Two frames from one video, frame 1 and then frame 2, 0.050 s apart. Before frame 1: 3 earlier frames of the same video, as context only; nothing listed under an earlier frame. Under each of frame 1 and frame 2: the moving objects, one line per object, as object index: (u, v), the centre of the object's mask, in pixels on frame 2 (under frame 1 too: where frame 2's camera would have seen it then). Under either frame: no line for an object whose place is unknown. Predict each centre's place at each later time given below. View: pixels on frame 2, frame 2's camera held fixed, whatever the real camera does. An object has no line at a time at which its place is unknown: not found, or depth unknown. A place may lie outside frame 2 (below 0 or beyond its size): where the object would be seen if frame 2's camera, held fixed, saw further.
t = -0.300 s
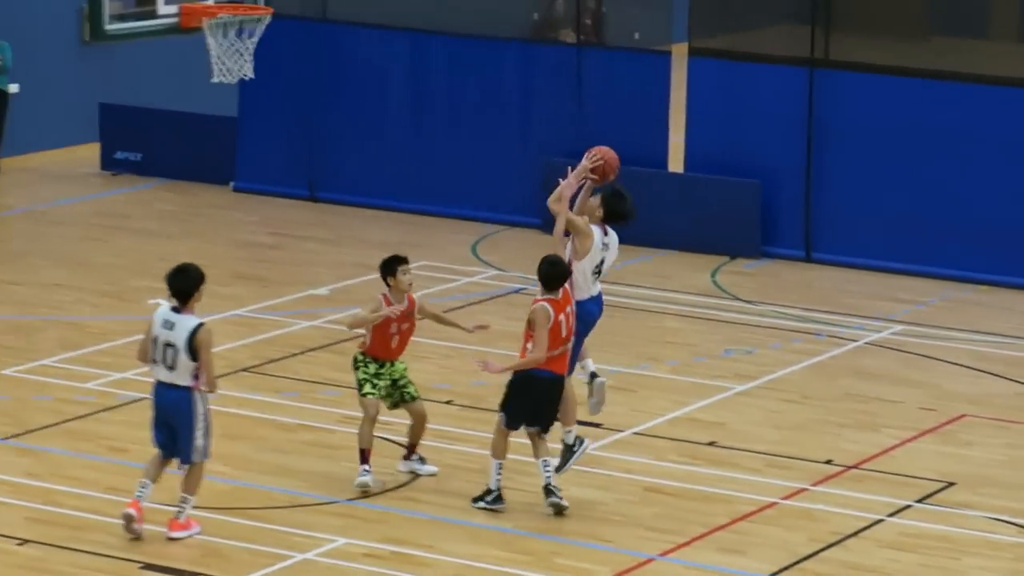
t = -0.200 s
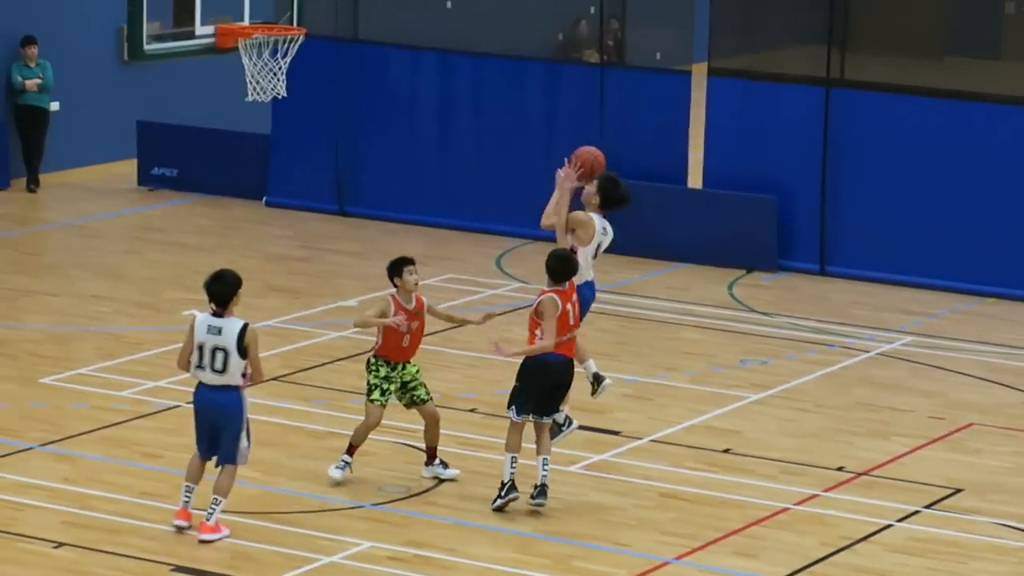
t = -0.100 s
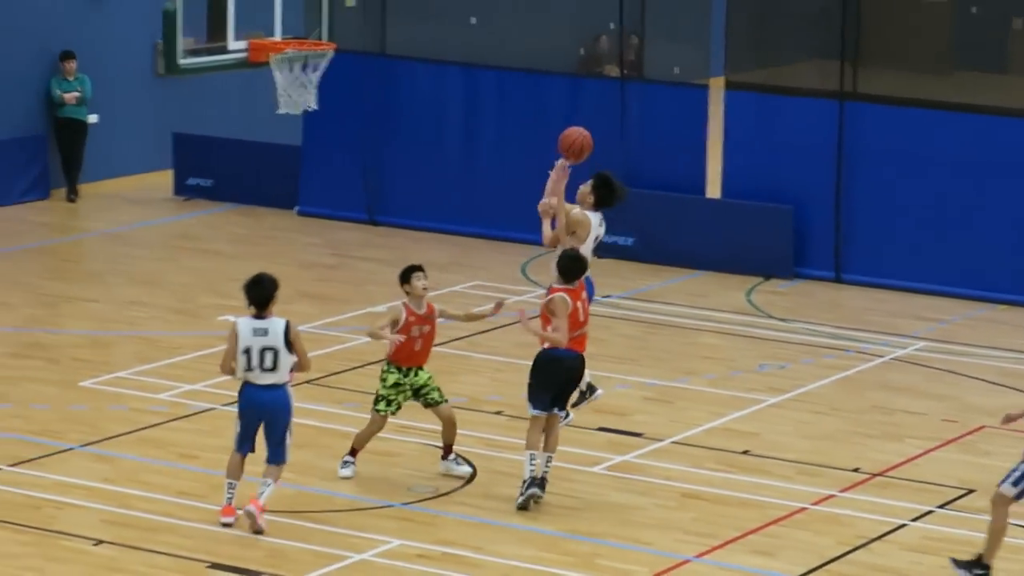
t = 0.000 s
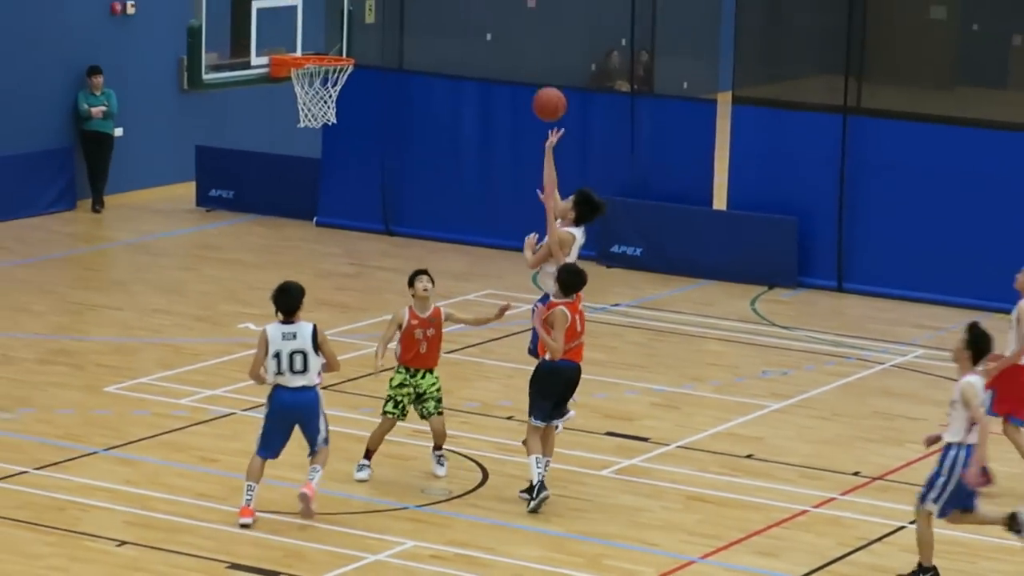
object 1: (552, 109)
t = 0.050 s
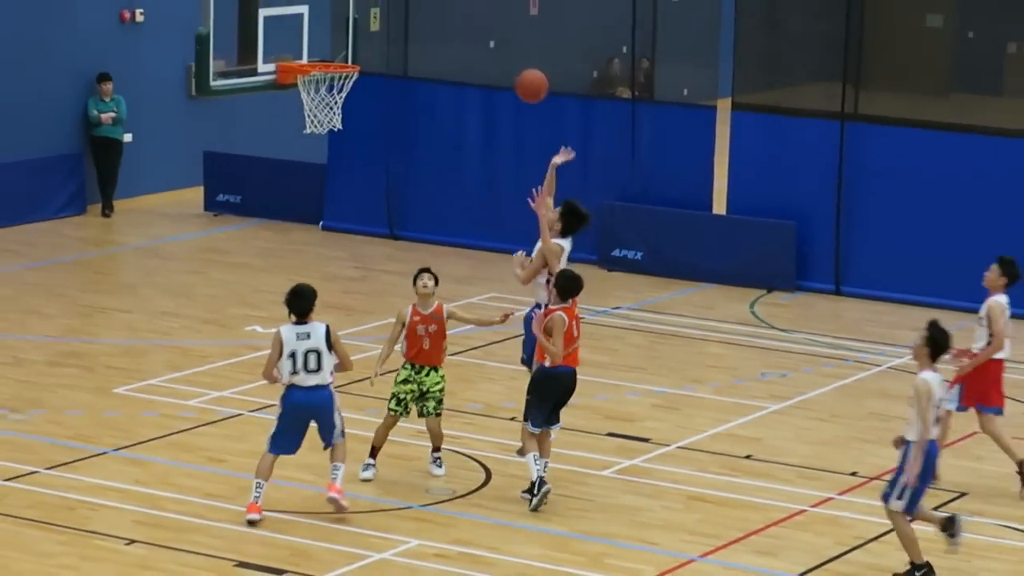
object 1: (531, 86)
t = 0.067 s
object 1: (525, 79)
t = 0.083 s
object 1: (517, 71)
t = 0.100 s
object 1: (510, 65)
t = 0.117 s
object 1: (504, 59)
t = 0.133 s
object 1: (497, 55)
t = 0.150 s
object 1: (491, 50)
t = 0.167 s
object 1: (484, 45)
